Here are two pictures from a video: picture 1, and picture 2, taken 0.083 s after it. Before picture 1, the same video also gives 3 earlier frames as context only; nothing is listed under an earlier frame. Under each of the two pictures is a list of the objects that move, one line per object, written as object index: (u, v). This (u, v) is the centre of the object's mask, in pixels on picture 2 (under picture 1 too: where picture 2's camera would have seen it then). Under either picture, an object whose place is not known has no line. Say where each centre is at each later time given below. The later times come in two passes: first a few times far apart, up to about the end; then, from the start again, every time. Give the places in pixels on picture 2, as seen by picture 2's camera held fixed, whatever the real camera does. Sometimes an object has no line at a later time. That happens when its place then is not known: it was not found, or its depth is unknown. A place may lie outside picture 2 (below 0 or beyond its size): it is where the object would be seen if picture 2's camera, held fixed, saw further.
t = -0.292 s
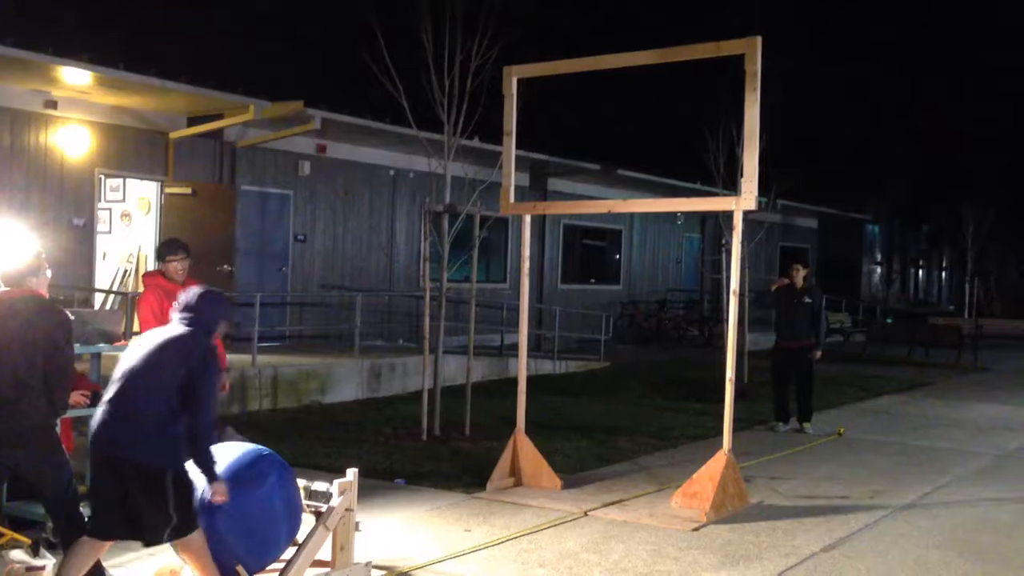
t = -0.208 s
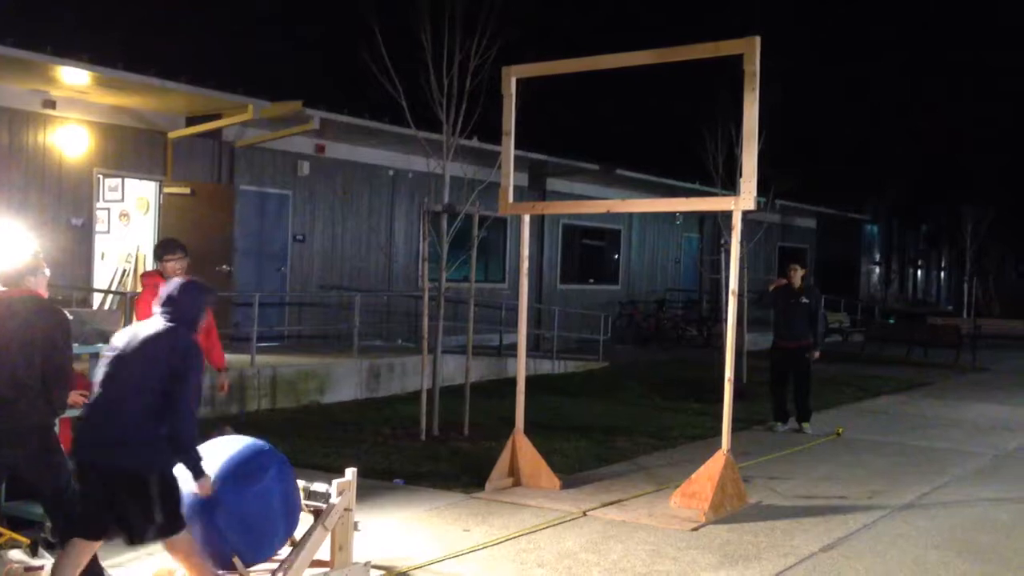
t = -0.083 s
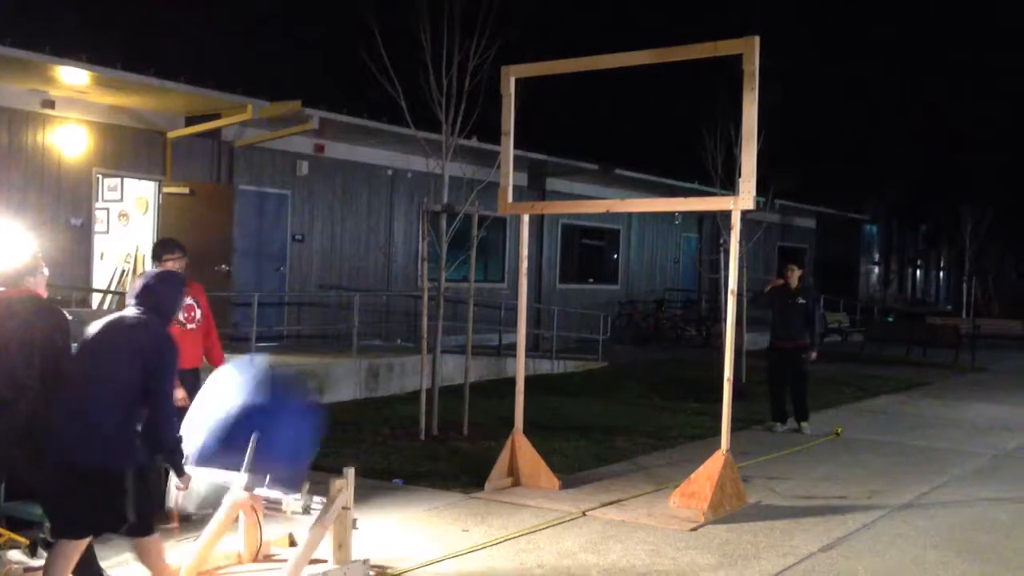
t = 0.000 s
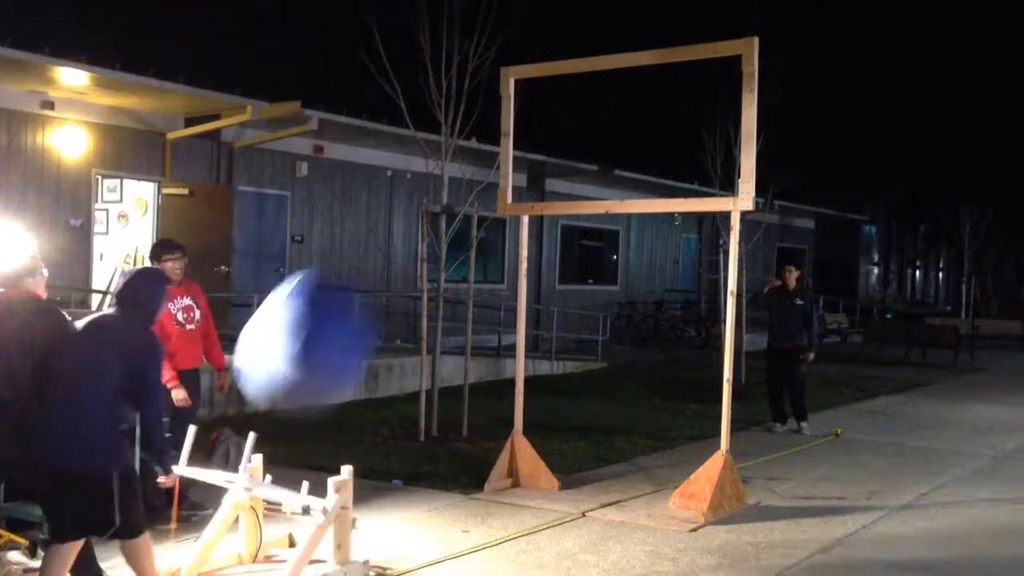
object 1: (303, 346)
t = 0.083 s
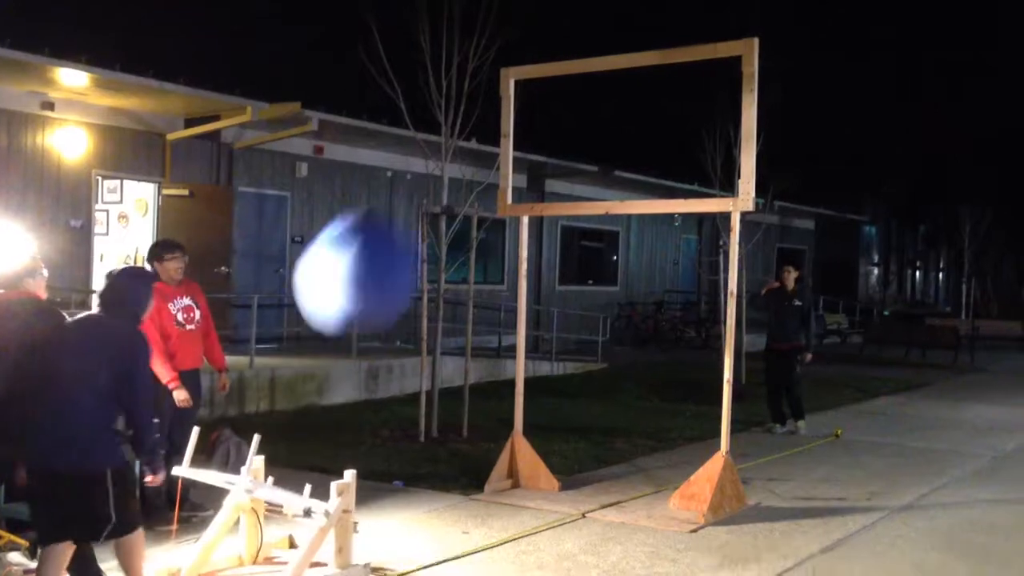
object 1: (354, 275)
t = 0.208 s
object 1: (426, 202)
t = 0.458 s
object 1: (531, 155)
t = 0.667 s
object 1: (591, 175)
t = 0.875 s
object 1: (638, 252)
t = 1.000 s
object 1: (658, 306)
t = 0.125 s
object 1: (381, 245)
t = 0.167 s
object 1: (403, 223)
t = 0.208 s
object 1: (426, 202)
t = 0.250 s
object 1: (447, 186)
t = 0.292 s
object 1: (466, 173)
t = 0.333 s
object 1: (485, 164)
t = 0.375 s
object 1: (503, 160)
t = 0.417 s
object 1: (517, 155)
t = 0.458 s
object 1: (531, 155)
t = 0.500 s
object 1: (545, 155)
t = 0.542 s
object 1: (558, 160)
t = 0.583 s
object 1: (569, 165)
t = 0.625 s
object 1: (581, 169)
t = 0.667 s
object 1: (591, 175)
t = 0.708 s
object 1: (602, 190)
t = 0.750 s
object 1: (611, 201)
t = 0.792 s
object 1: (620, 225)
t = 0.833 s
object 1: (629, 242)
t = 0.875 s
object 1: (638, 252)
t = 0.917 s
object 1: (646, 270)
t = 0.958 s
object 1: (652, 285)
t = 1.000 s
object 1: (658, 306)
